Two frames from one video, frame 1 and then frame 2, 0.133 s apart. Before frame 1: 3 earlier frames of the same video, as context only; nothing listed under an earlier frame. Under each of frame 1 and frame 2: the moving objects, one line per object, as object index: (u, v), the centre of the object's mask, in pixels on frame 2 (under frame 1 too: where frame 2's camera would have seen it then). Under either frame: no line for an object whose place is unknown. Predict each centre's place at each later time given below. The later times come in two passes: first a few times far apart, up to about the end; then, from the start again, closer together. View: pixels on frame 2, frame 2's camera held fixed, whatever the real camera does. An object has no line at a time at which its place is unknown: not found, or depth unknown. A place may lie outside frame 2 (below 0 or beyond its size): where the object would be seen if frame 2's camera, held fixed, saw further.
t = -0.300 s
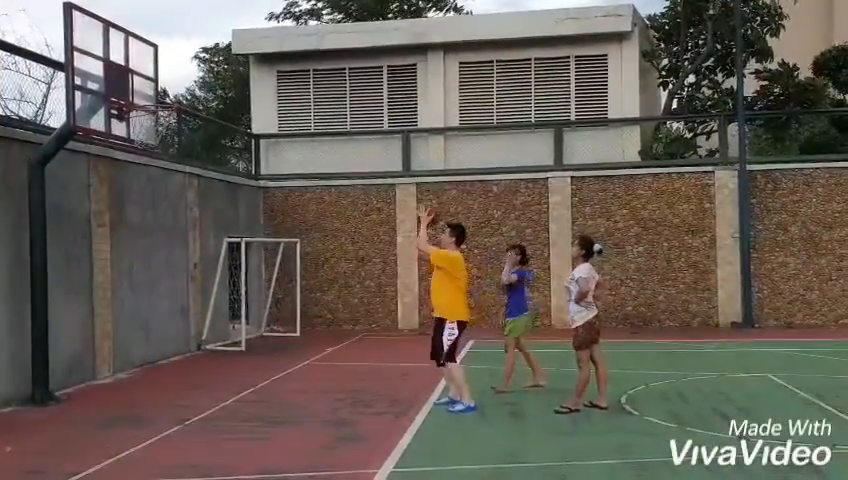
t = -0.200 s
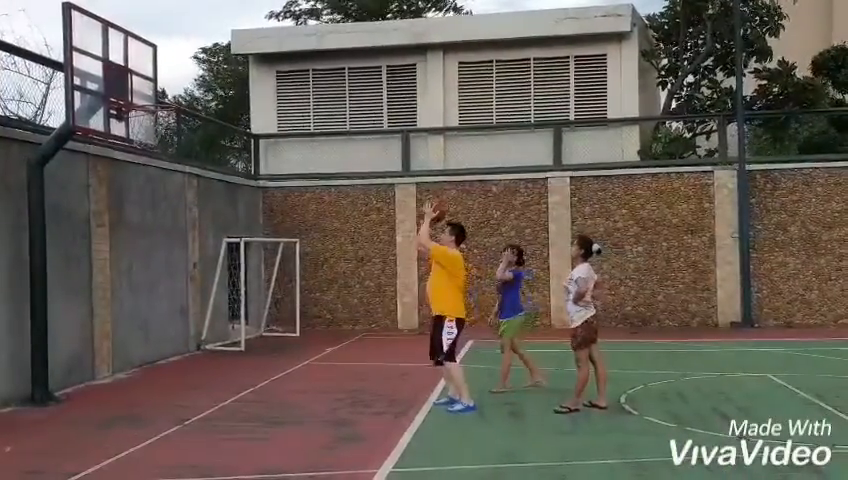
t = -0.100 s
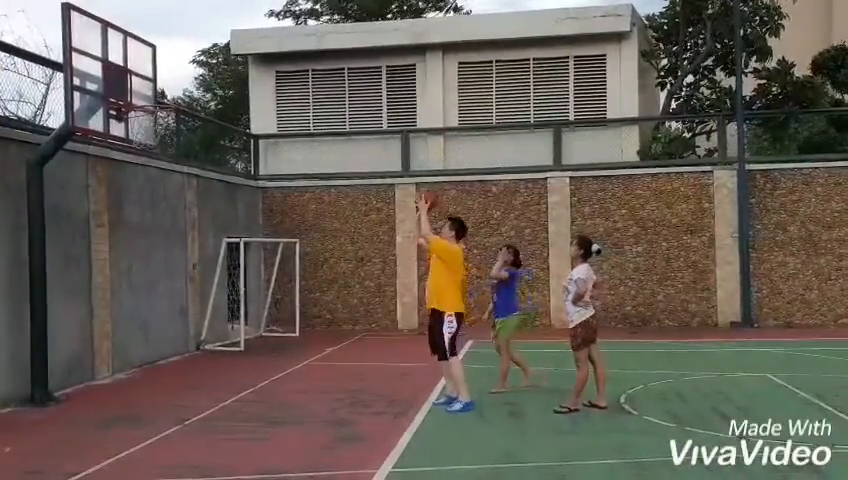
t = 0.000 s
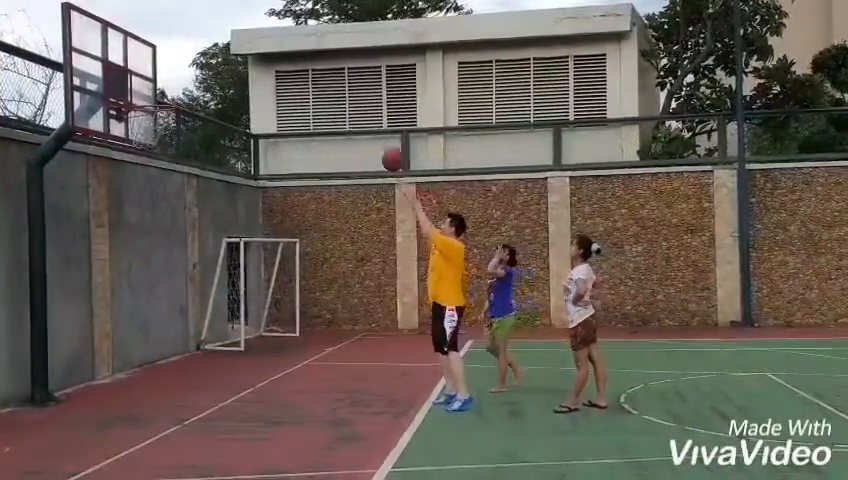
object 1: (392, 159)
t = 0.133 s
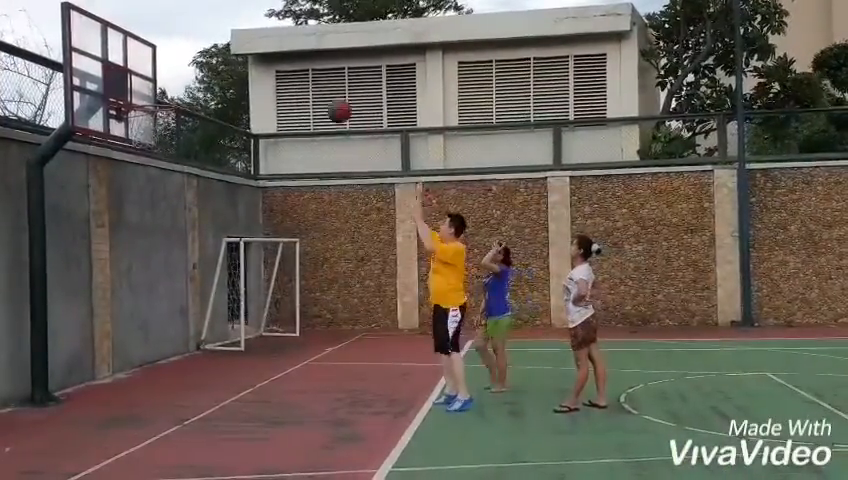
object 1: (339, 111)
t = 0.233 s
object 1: (299, 86)
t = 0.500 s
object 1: (197, 67)
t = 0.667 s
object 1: (137, 89)
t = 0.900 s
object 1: (152, 114)
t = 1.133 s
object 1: (130, 133)
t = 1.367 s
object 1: (127, 188)
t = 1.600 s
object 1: (121, 294)
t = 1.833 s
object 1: (119, 371)
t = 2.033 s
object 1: (122, 313)
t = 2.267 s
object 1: (126, 290)
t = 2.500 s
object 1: (130, 316)
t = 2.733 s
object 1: (135, 389)
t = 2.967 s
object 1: (140, 349)
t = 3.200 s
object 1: (145, 352)
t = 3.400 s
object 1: (146, 382)
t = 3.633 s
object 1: (150, 366)
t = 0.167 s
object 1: (325, 102)
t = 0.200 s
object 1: (312, 93)
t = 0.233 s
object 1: (299, 86)
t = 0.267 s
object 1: (286, 80)
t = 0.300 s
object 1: (273, 76)
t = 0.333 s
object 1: (260, 73)
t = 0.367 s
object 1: (247, 67)
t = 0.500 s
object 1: (197, 67)
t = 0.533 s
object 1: (184, 69)
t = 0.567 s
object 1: (172, 73)
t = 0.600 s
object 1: (160, 77)
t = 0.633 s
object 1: (148, 83)
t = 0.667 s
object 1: (137, 89)
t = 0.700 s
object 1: (136, 94)
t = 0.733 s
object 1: (142, 99)
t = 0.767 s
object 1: (149, 101)
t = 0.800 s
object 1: (156, 105)
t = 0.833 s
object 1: (163, 108)
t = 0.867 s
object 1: (159, 109)
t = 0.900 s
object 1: (152, 114)
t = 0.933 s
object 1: (147, 115)
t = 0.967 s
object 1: (143, 119)
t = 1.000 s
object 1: (137, 123)
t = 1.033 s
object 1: (134, 126)
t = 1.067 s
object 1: (132, 127)
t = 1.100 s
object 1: (130, 131)
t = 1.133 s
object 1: (130, 133)
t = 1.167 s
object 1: (130, 138)
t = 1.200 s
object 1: (130, 144)
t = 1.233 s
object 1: (130, 152)
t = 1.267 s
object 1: (128, 158)
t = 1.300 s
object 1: (128, 167)
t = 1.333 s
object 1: (127, 177)
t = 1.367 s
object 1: (127, 188)
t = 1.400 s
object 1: (125, 200)
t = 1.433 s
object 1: (125, 213)
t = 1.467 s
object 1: (124, 227)
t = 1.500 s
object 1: (124, 241)
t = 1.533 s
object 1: (123, 257)
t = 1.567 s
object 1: (122, 275)
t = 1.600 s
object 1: (121, 294)
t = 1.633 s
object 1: (120, 312)
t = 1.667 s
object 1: (120, 333)
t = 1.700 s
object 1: (119, 353)
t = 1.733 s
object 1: (118, 375)
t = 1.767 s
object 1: (118, 397)
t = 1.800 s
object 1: (118, 383)
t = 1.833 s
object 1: (119, 371)
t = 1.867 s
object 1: (120, 357)
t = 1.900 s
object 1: (120, 347)
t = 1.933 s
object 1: (120, 336)
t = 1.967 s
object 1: (121, 328)
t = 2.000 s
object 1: (122, 320)
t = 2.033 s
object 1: (122, 313)
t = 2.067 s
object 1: (123, 307)
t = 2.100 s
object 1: (123, 301)
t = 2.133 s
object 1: (124, 297)
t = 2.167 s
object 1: (124, 293)
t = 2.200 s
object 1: (125, 291)
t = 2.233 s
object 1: (125, 290)
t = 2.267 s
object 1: (126, 290)
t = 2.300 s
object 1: (126, 290)
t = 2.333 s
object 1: (127, 292)
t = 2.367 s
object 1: (127, 294)
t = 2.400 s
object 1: (128, 298)
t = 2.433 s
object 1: (129, 303)
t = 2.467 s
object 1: (129, 309)
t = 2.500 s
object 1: (130, 316)
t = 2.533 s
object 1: (131, 324)
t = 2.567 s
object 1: (131, 332)
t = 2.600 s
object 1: (132, 343)
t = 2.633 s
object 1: (133, 354)
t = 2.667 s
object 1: (135, 366)
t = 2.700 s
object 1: (135, 380)
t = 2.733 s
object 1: (135, 389)
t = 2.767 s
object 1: (136, 385)
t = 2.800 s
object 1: (137, 376)
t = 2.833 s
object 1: (138, 369)
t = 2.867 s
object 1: (139, 362)
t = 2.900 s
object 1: (140, 357)
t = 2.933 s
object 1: (140, 353)
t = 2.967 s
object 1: (140, 349)
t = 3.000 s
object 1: (141, 346)
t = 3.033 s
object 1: (141, 345)
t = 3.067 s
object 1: (142, 345)
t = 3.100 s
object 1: (143, 345)
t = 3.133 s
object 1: (143, 347)
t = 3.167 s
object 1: (144, 349)
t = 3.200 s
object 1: (145, 352)
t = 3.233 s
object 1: (145, 357)
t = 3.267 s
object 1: (146, 362)
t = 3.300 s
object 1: (147, 368)
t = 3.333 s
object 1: (147, 375)
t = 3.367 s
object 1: (146, 381)
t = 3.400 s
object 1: (146, 382)
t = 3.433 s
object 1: (147, 377)
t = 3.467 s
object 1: (148, 373)
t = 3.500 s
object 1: (148, 372)
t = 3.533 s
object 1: (148, 370)
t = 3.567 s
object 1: (149, 368)
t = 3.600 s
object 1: (150, 366)
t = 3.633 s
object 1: (150, 366)
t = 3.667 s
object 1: (150, 367)
